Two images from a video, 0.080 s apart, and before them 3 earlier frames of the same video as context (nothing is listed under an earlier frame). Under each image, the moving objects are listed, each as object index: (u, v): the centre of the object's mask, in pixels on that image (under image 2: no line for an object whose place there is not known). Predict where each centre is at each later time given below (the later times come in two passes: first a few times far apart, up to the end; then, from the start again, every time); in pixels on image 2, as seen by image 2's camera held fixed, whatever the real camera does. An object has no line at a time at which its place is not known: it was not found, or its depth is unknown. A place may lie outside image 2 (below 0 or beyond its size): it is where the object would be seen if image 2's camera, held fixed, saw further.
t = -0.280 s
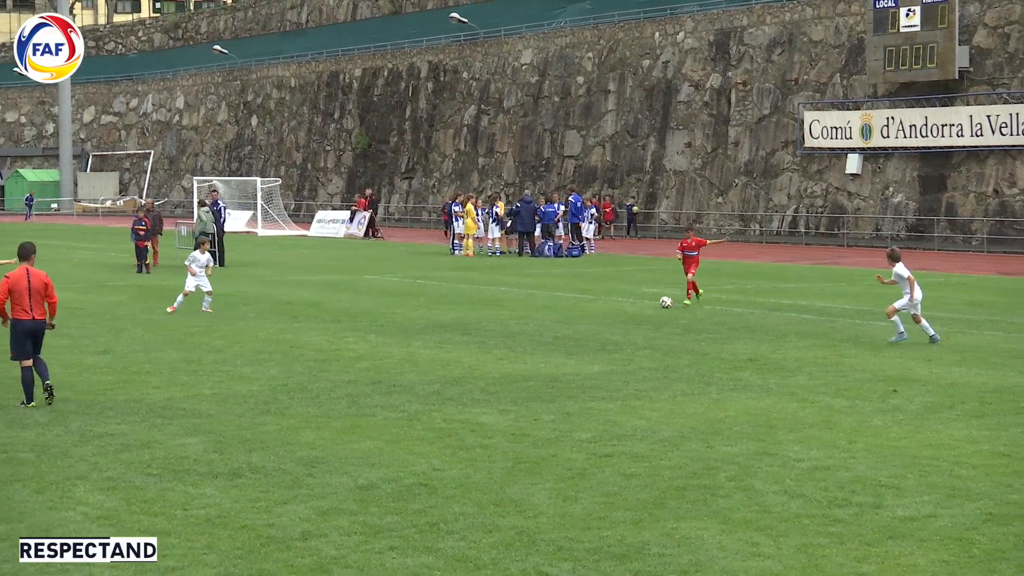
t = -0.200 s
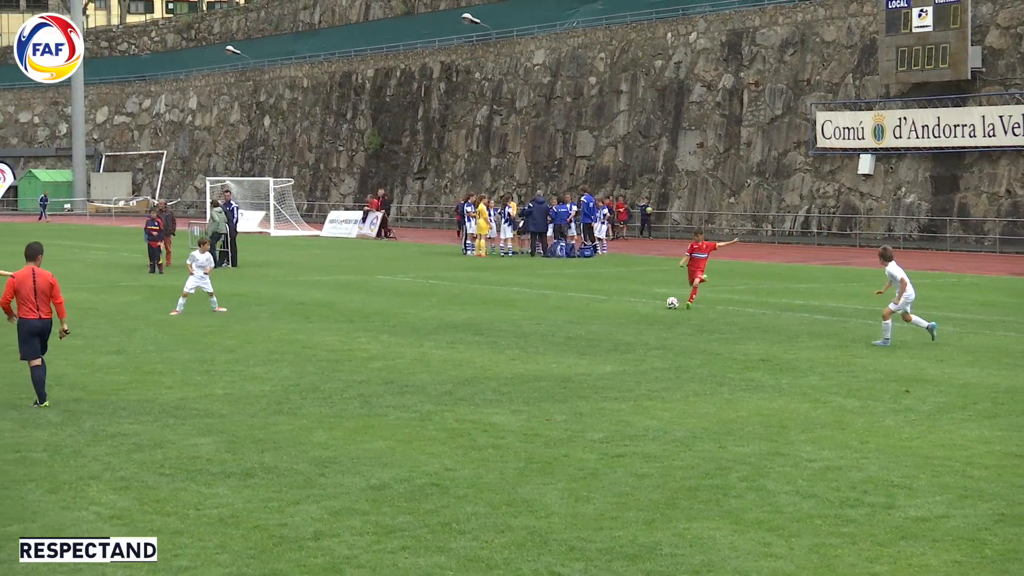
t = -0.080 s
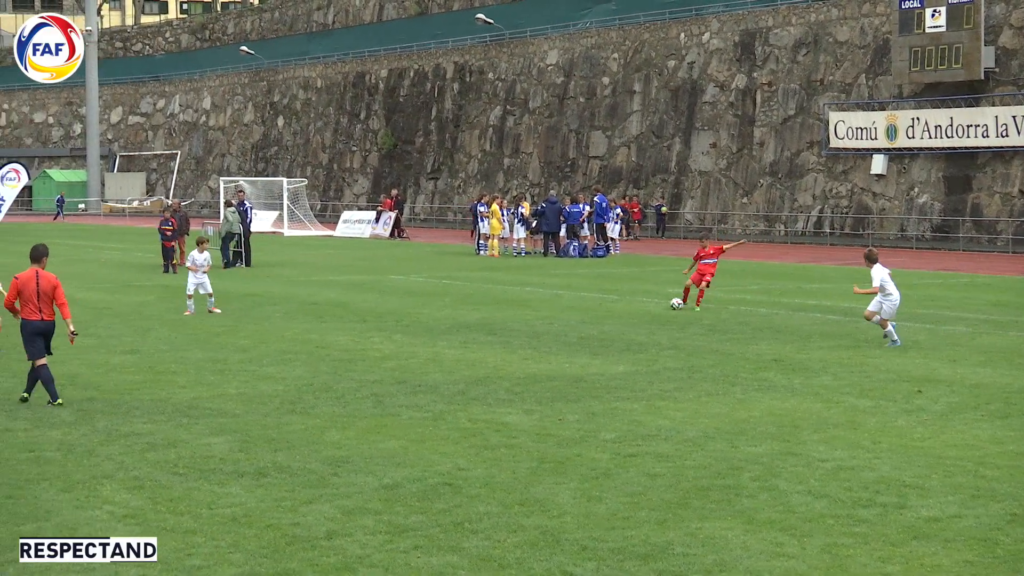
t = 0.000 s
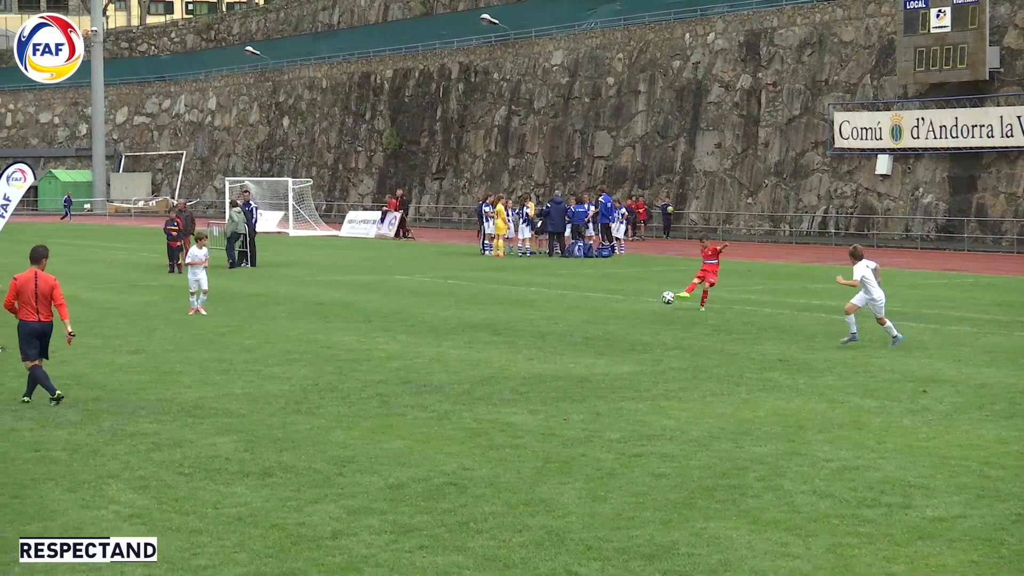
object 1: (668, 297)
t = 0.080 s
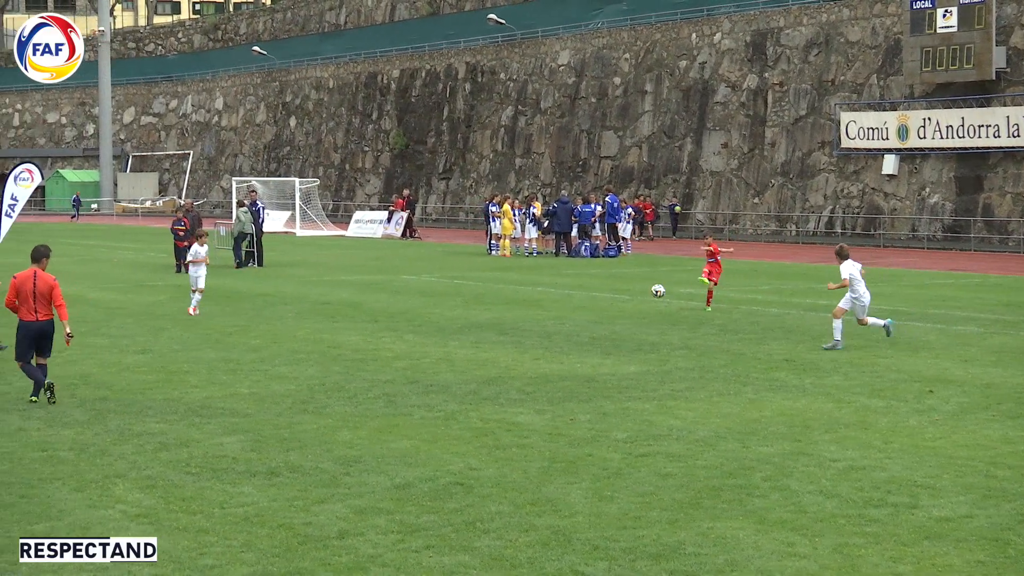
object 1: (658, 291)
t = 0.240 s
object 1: (624, 291)
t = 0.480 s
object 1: (574, 329)
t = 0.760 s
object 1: (516, 352)
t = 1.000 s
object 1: (460, 395)
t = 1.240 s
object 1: (401, 434)
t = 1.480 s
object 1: (336, 496)
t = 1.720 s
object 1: (259, 549)
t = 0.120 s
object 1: (650, 289)
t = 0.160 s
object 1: (641, 288)
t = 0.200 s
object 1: (633, 289)
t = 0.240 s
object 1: (624, 291)
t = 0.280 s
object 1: (616, 294)
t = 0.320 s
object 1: (607, 298)
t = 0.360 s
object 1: (599, 304)
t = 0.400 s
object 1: (591, 311)
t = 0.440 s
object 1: (582, 319)
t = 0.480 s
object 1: (574, 329)
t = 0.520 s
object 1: (565, 342)
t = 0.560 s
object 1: (557, 356)
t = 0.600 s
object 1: (549, 362)
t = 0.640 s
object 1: (541, 357)
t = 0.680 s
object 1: (533, 354)
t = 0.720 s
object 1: (524, 352)
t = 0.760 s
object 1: (516, 352)
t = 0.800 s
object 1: (507, 354)
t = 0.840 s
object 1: (498, 358)
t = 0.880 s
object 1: (489, 364)
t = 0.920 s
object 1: (480, 372)
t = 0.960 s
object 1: (470, 383)
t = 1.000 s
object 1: (460, 395)
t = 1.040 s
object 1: (450, 411)
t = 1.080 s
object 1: (439, 429)
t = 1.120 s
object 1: (429, 430)
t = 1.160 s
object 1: (420, 429)
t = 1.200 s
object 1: (411, 431)
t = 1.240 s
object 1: (401, 434)
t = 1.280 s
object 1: (391, 440)
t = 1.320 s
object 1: (381, 449)
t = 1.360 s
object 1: (371, 461)
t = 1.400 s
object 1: (359, 475)
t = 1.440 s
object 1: (348, 492)
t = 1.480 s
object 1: (336, 496)
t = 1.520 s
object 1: (325, 497)
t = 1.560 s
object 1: (313, 502)
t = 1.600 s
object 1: (300, 509)
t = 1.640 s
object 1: (287, 519)
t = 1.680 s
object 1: (274, 533)
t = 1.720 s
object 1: (259, 549)
